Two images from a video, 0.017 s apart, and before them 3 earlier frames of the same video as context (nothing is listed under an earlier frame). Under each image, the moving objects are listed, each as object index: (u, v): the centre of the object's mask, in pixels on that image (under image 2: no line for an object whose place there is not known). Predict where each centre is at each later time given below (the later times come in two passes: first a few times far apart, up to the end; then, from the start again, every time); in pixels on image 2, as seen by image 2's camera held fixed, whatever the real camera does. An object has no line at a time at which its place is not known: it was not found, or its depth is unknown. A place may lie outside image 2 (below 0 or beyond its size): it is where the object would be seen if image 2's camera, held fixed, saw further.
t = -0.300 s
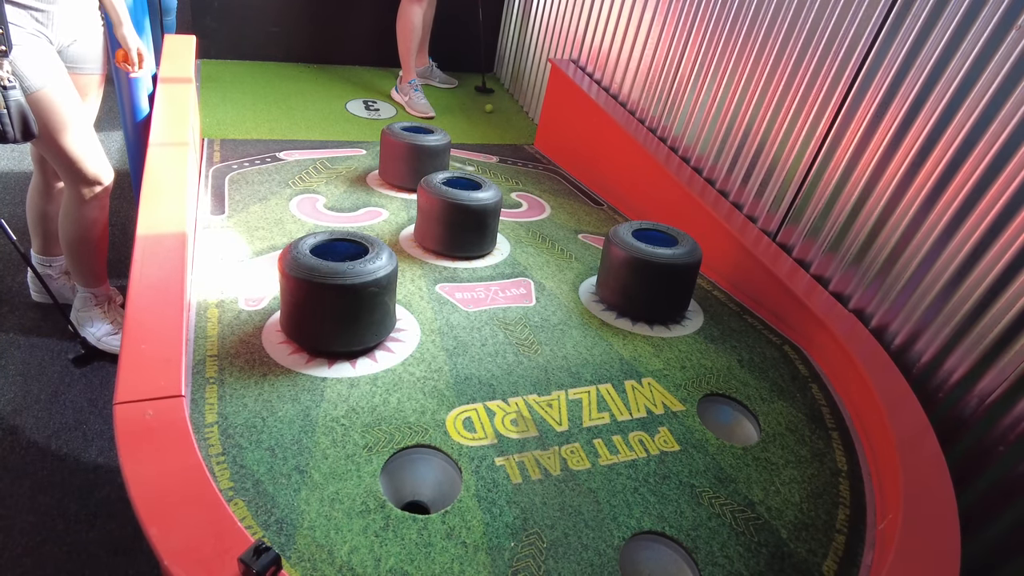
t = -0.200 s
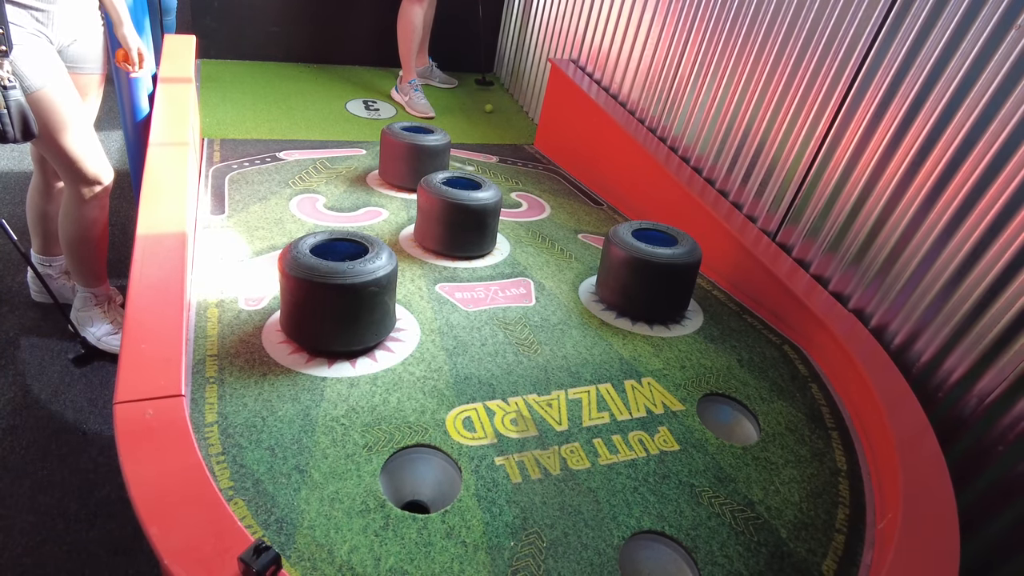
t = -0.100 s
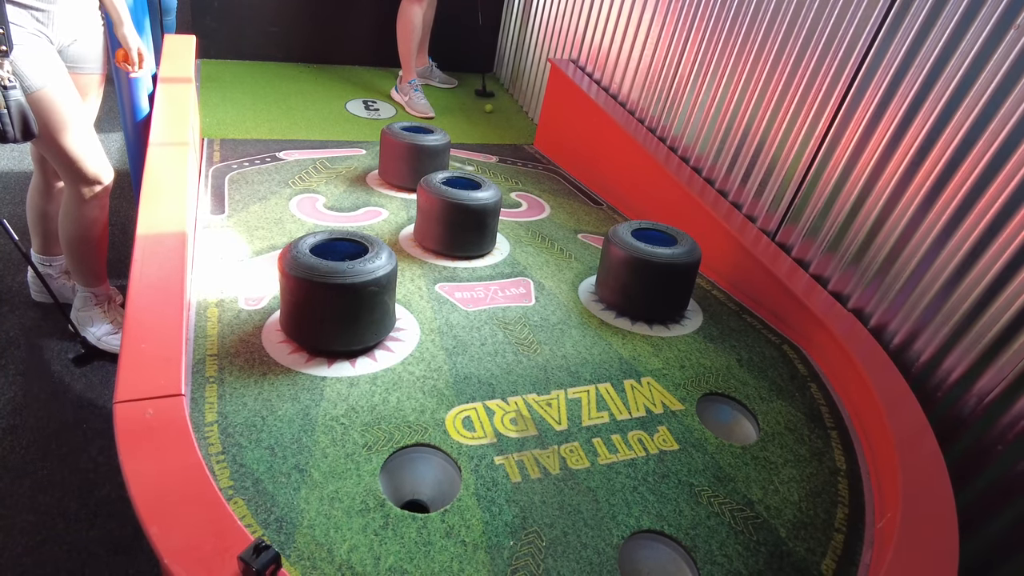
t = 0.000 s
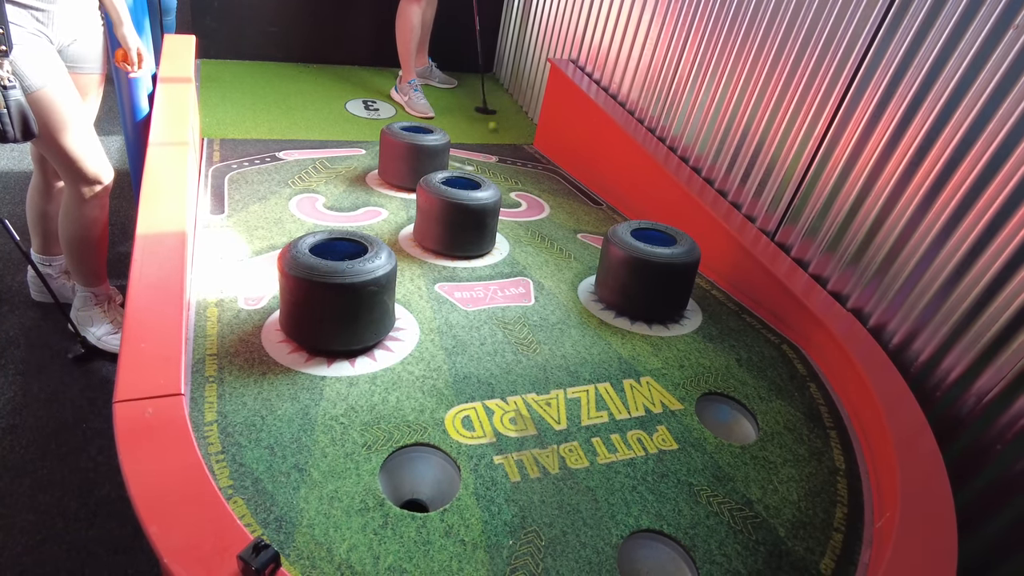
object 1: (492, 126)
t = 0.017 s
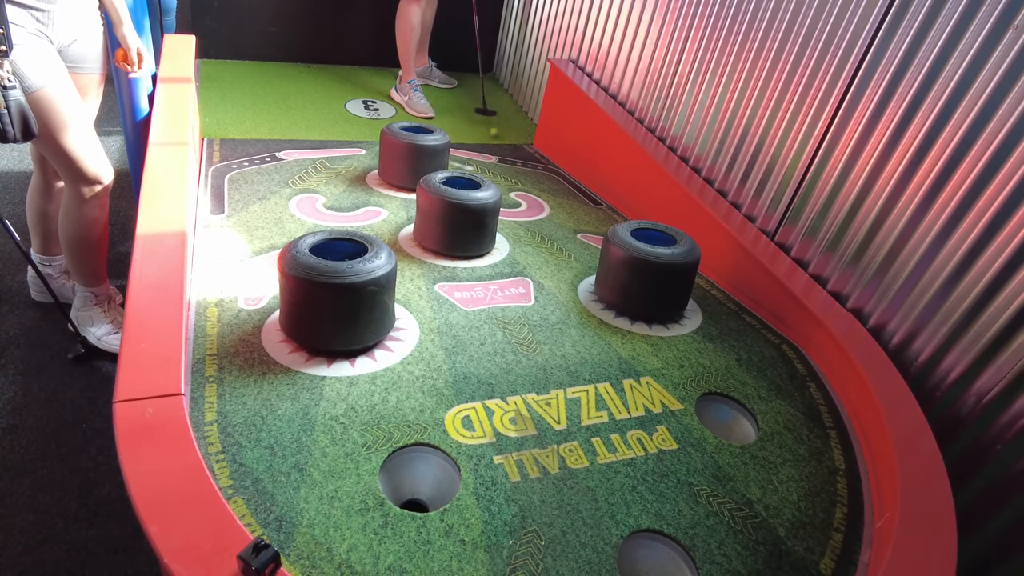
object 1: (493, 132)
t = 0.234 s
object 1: (516, 188)
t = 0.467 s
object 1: (541, 270)
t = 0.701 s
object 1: (571, 390)
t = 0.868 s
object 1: (599, 554)
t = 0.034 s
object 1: (495, 139)
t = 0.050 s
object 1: (497, 144)
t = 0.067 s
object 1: (499, 146)
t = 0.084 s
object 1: (500, 148)
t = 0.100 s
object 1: (502, 150)
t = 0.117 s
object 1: (504, 154)
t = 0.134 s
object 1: (506, 159)
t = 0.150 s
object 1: (507, 163)
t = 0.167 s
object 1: (509, 170)
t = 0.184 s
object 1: (510, 178)
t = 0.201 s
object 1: (513, 183)
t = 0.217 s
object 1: (515, 186)
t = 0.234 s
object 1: (516, 188)
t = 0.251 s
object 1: (518, 193)
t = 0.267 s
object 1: (519, 199)
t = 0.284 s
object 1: (520, 205)
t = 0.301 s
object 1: (523, 212)
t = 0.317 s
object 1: (525, 217)
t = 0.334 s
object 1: (527, 221)
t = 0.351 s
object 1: (529, 226)
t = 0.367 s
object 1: (530, 233)
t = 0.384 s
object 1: (532, 238)
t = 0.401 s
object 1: (533, 244)
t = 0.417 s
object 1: (535, 250)
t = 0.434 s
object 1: (537, 256)
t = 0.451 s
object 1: (539, 263)
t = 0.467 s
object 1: (541, 270)
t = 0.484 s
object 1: (543, 276)
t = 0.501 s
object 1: (545, 284)
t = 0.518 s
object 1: (547, 291)
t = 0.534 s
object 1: (549, 298)
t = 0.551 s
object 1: (551, 306)
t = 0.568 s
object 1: (553, 314)
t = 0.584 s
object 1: (555, 321)
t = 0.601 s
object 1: (557, 330)
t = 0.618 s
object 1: (559, 340)
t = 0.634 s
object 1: (562, 348)
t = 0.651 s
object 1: (564, 358)
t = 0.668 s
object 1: (567, 367)
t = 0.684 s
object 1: (569, 377)
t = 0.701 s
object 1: (571, 390)
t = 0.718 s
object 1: (574, 406)
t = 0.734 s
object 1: (575, 418)
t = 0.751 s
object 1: (579, 432)
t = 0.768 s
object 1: (581, 448)
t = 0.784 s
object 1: (585, 463)
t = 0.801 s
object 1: (587, 480)
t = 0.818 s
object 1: (590, 497)
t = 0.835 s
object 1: (593, 515)
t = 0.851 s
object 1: (597, 534)
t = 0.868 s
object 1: (599, 554)
